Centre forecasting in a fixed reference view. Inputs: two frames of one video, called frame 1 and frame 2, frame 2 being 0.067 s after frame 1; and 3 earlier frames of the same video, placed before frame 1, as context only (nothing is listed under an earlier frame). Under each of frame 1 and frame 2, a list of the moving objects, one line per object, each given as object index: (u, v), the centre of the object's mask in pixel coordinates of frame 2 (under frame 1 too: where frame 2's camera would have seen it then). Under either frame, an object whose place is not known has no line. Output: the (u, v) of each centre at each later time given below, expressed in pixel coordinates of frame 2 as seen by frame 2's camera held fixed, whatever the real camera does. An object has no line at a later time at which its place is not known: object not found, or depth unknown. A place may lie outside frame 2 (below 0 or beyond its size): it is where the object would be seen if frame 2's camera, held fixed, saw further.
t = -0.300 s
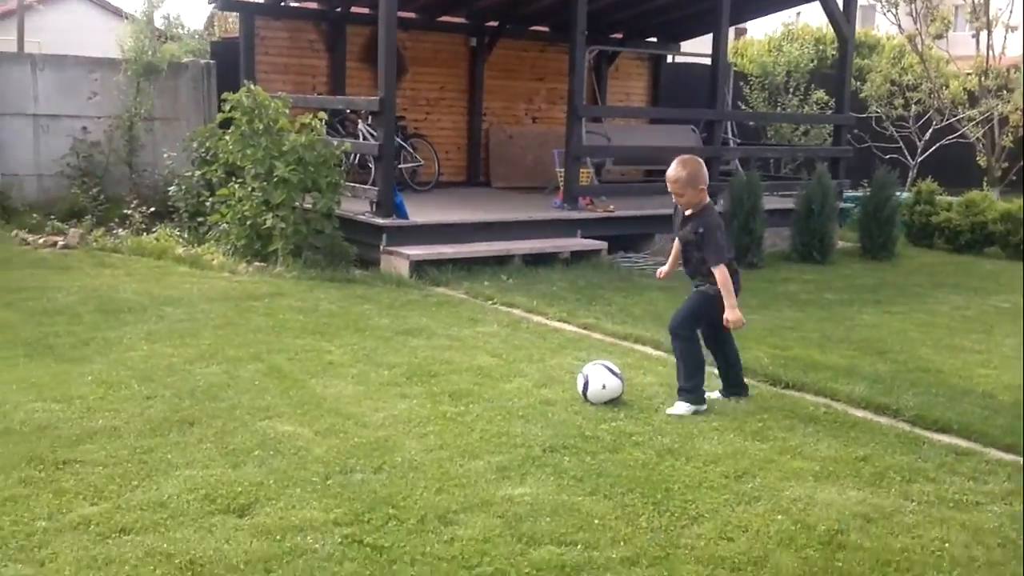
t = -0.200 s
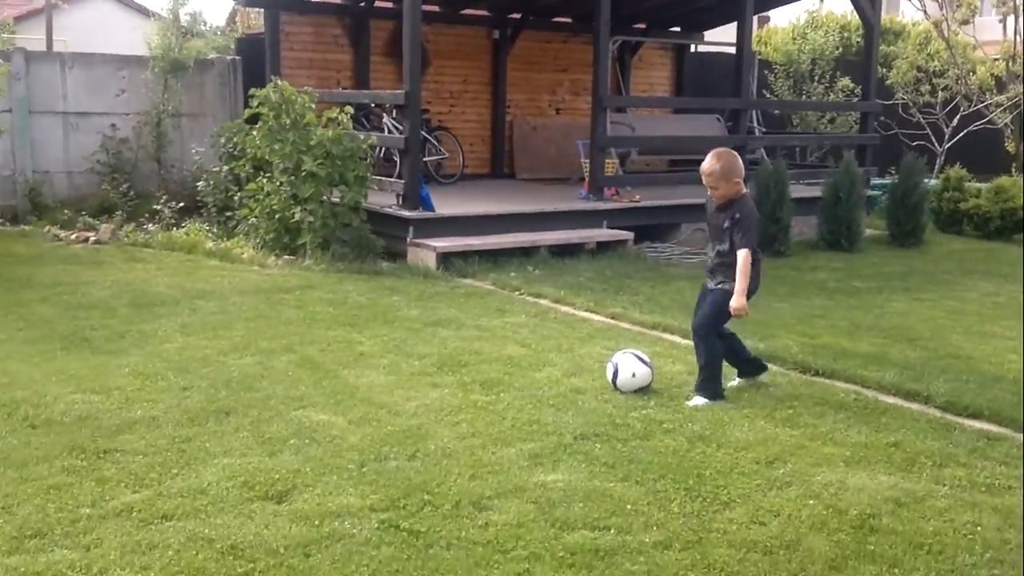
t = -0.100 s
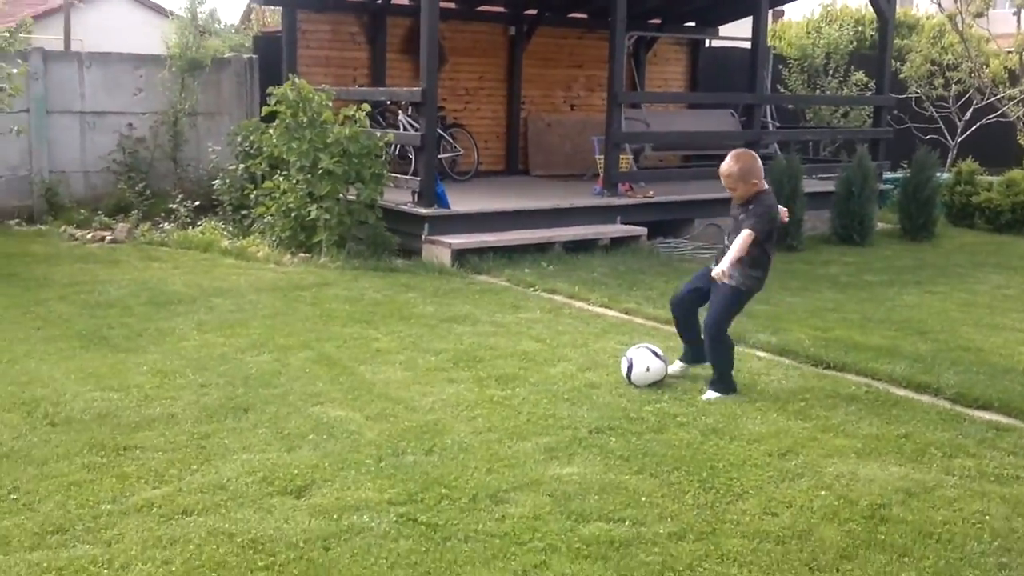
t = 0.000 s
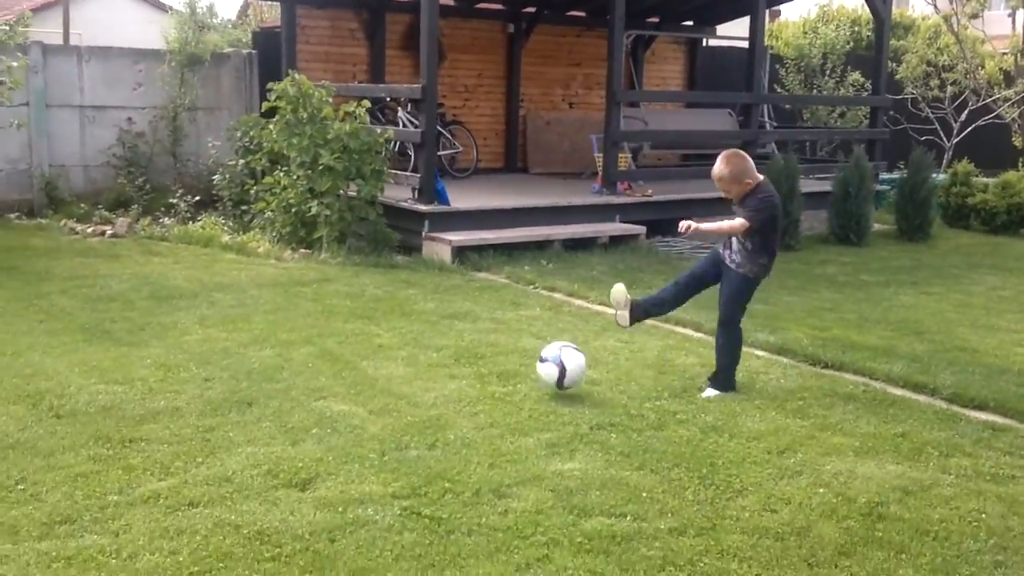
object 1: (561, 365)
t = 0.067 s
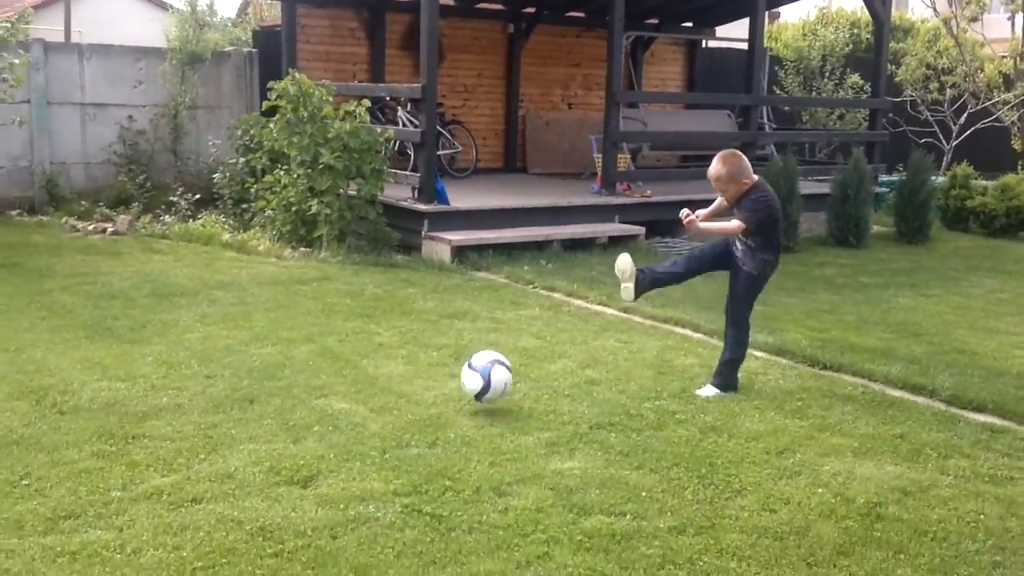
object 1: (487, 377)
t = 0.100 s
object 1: (446, 386)
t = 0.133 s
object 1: (404, 400)
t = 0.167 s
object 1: (358, 416)
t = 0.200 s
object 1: (319, 425)
